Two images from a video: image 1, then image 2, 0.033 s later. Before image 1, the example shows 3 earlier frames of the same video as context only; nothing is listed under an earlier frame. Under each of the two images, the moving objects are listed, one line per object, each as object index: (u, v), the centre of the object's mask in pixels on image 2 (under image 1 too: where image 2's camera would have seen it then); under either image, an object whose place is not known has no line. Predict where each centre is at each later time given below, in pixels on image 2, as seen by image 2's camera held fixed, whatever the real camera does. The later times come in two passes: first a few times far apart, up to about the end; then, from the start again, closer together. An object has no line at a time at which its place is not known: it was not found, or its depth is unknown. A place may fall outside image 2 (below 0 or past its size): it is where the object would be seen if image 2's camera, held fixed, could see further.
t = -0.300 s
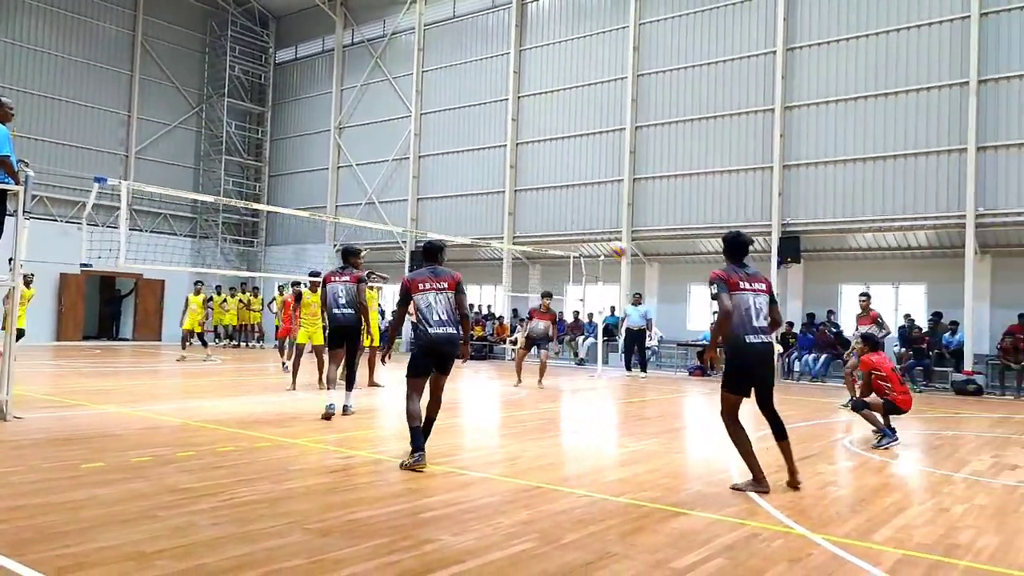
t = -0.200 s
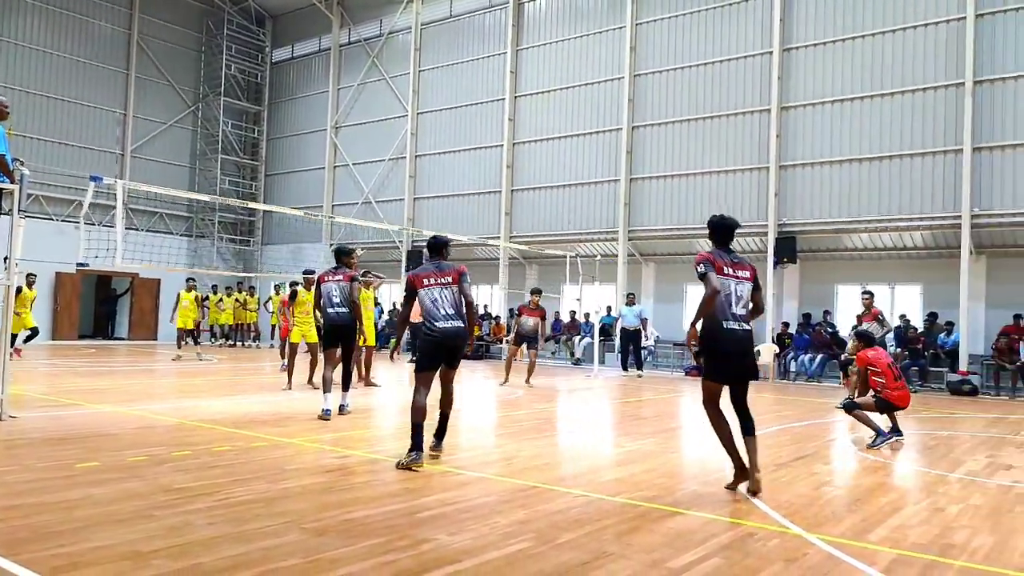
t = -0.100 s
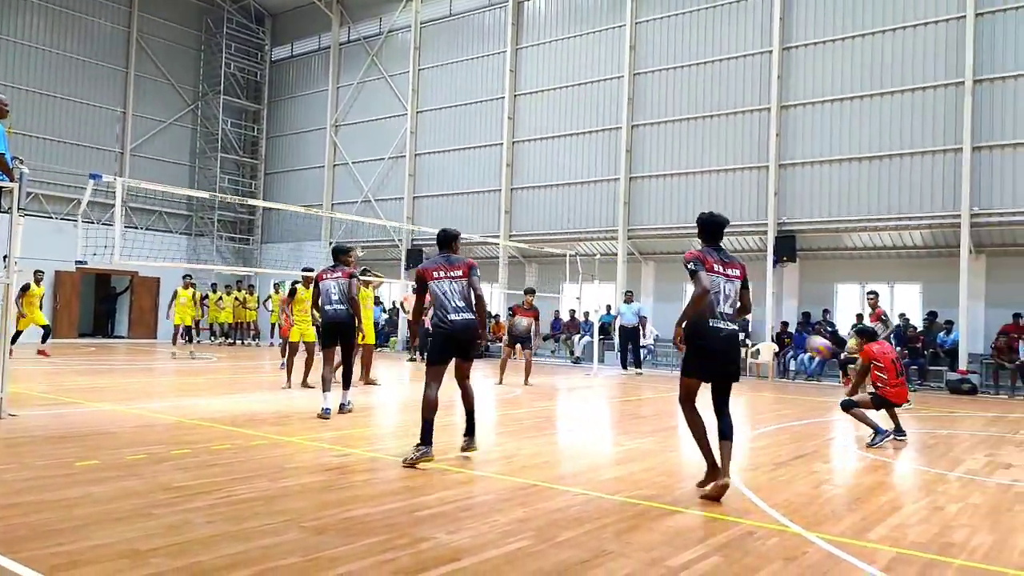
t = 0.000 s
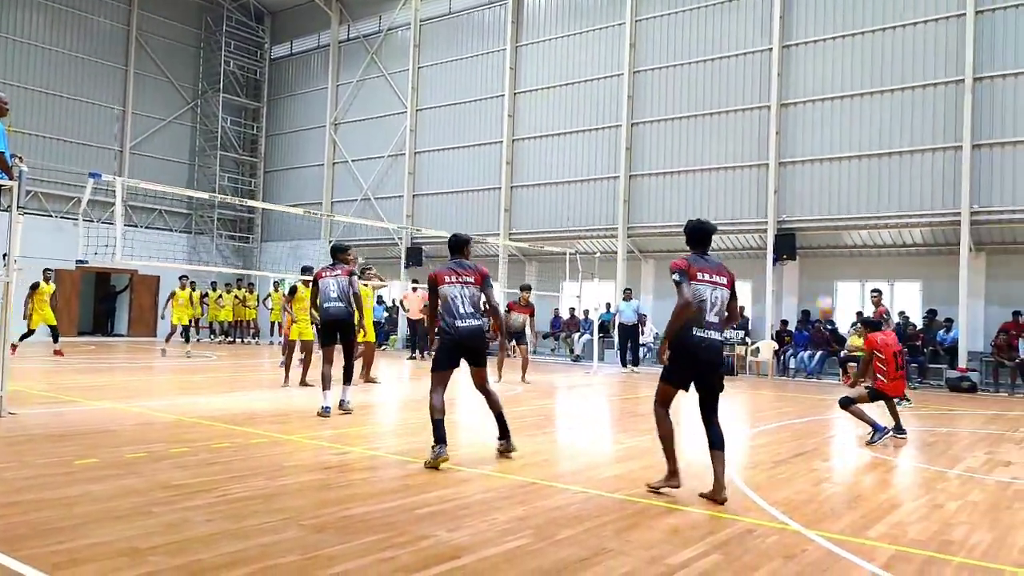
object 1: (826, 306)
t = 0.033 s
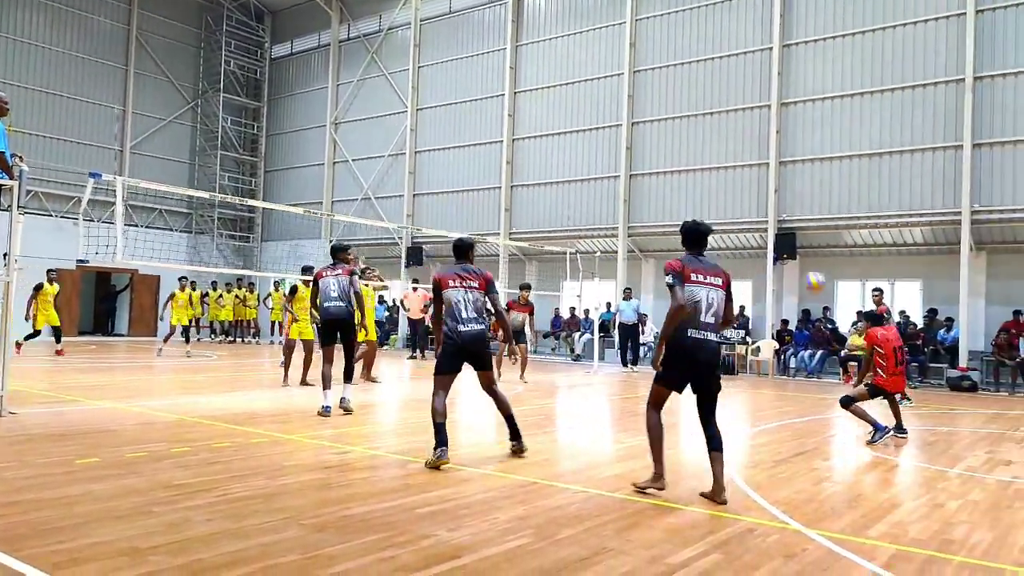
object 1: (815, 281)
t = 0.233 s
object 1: (757, 176)
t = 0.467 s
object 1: (697, 99)
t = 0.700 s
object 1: (645, 72)
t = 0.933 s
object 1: (599, 88)
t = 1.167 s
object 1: (560, 136)
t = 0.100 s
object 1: (797, 248)
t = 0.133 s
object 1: (786, 229)
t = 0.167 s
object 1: (777, 209)
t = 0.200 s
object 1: (767, 192)
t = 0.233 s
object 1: (757, 176)
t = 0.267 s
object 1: (748, 162)
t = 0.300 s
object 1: (738, 148)
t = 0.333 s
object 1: (729, 136)
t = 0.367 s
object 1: (720, 125)
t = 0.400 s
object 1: (713, 116)
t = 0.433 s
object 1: (704, 107)
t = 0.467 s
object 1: (697, 99)
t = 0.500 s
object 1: (689, 93)
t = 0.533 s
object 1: (682, 87)
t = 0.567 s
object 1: (673, 83)
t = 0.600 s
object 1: (666, 79)
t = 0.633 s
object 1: (660, 76)
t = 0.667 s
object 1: (652, 74)
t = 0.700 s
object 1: (645, 72)
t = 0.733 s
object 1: (639, 72)
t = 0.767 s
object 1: (629, 73)
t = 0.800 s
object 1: (623, 76)
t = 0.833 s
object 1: (616, 77)
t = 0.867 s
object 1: (611, 80)
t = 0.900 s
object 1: (605, 83)
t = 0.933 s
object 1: (599, 88)
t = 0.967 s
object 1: (592, 93)
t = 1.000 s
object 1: (586, 98)
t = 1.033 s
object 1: (581, 105)
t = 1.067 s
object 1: (576, 111)
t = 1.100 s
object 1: (570, 120)
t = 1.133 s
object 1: (564, 126)
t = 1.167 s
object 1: (560, 136)
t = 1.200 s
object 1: (554, 143)
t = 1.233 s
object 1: (548, 155)
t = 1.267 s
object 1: (544, 164)
